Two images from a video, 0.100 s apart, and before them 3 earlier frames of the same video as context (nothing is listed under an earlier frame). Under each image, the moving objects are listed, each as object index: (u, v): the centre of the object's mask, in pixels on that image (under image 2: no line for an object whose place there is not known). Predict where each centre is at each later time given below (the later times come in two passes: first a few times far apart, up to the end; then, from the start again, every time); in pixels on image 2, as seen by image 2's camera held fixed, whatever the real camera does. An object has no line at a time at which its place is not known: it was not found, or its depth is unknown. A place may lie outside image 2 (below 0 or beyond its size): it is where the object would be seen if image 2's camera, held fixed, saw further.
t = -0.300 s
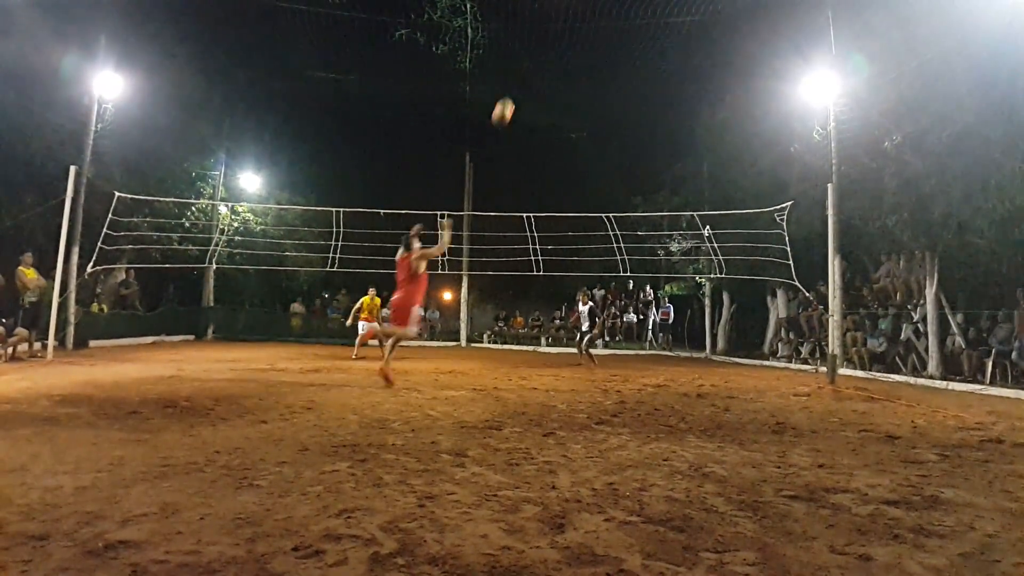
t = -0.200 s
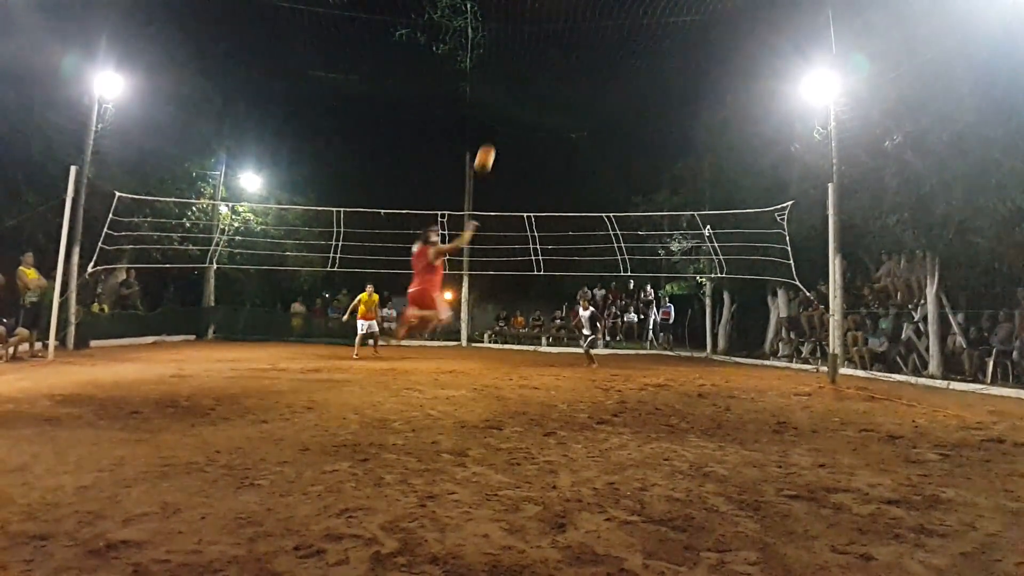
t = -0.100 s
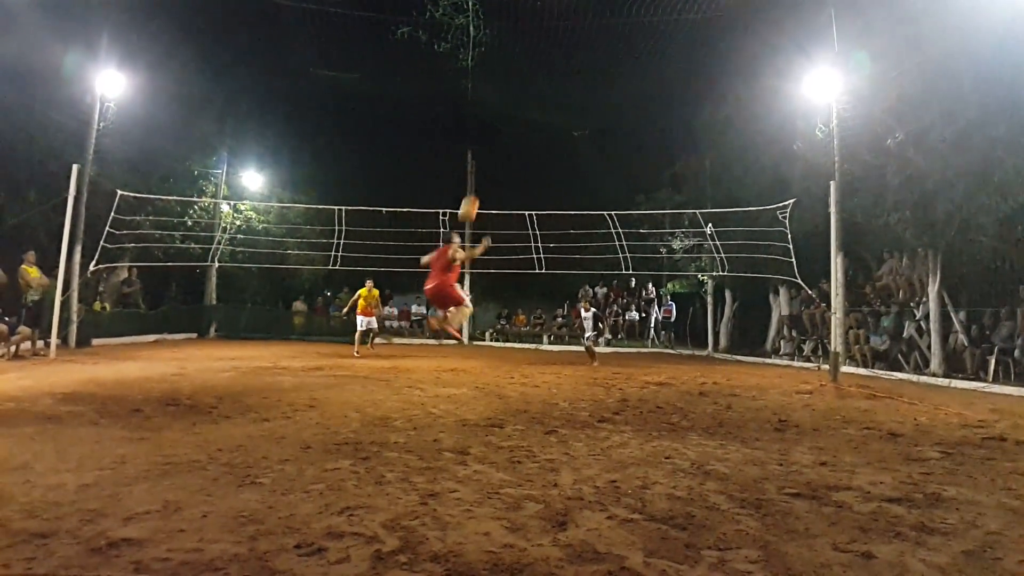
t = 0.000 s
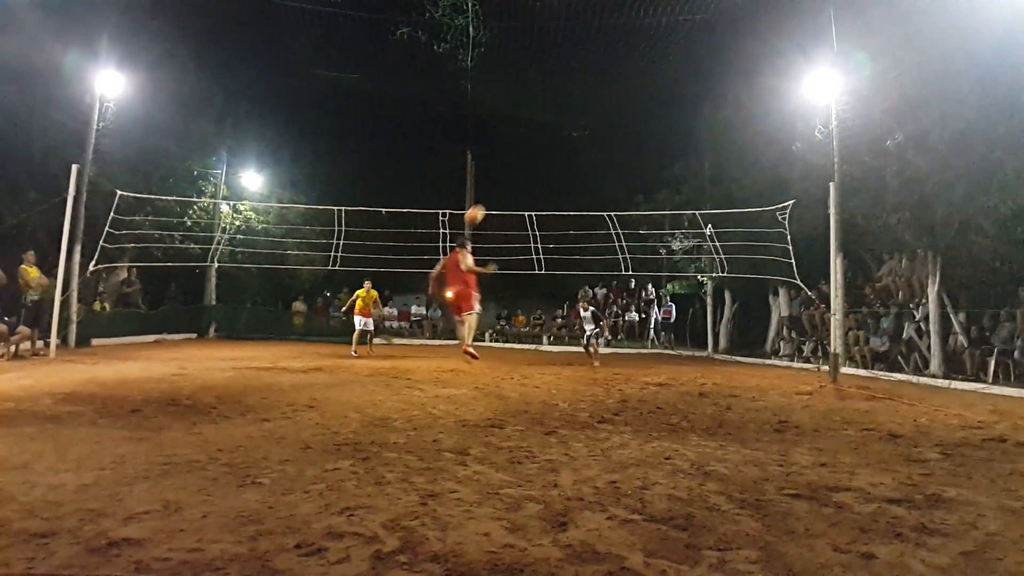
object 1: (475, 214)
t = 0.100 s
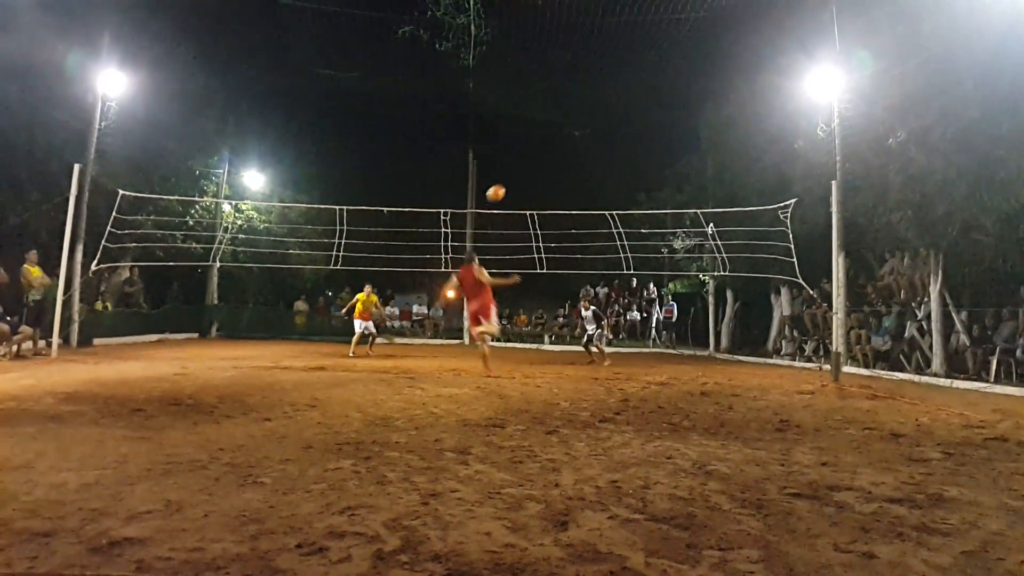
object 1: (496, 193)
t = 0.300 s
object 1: (526, 178)
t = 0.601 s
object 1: (555, 198)
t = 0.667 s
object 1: (559, 207)
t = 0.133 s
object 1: (501, 189)
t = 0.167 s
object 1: (507, 185)
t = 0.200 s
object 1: (512, 182)
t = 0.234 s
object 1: (516, 180)
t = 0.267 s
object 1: (521, 178)
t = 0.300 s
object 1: (526, 178)
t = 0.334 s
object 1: (530, 177)
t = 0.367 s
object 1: (533, 178)
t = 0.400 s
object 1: (537, 179)
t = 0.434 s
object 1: (540, 181)
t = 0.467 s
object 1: (544, 183)
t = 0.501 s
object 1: (546, 186)
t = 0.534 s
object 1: (549, 190)
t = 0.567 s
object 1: (552, 194)
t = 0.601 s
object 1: (555, 198)
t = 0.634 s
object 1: (557, 203)
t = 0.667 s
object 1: (559, 207)
